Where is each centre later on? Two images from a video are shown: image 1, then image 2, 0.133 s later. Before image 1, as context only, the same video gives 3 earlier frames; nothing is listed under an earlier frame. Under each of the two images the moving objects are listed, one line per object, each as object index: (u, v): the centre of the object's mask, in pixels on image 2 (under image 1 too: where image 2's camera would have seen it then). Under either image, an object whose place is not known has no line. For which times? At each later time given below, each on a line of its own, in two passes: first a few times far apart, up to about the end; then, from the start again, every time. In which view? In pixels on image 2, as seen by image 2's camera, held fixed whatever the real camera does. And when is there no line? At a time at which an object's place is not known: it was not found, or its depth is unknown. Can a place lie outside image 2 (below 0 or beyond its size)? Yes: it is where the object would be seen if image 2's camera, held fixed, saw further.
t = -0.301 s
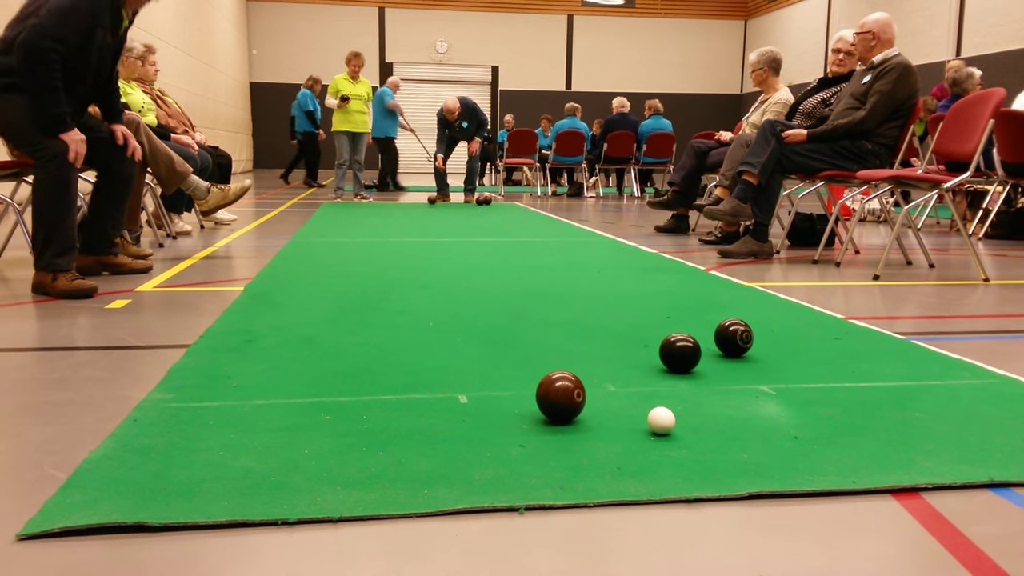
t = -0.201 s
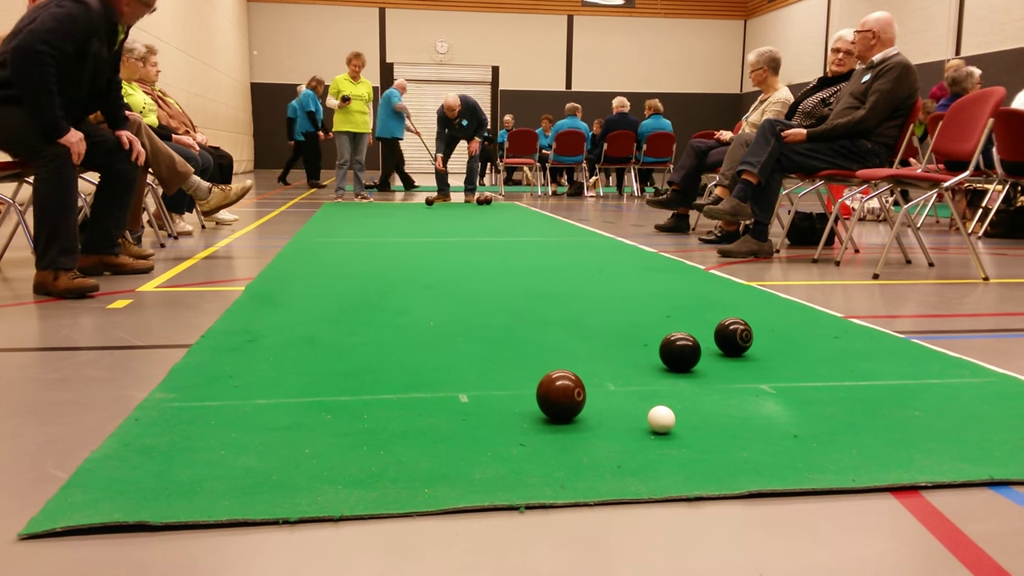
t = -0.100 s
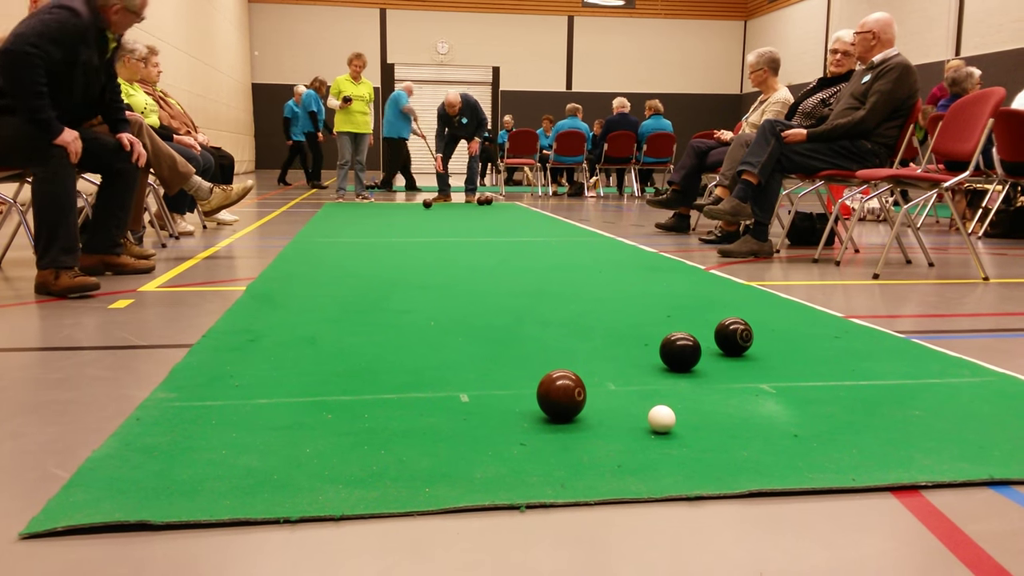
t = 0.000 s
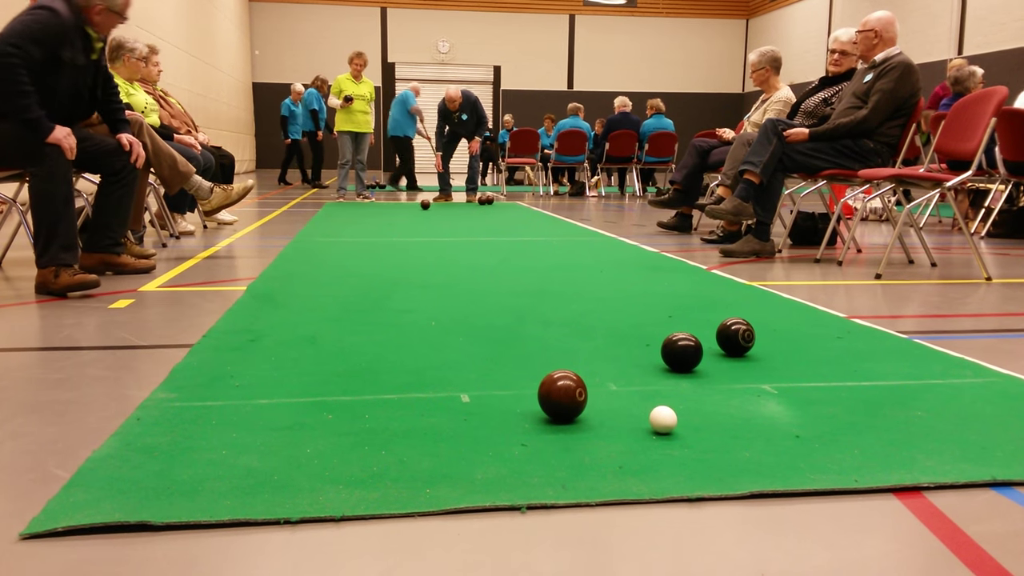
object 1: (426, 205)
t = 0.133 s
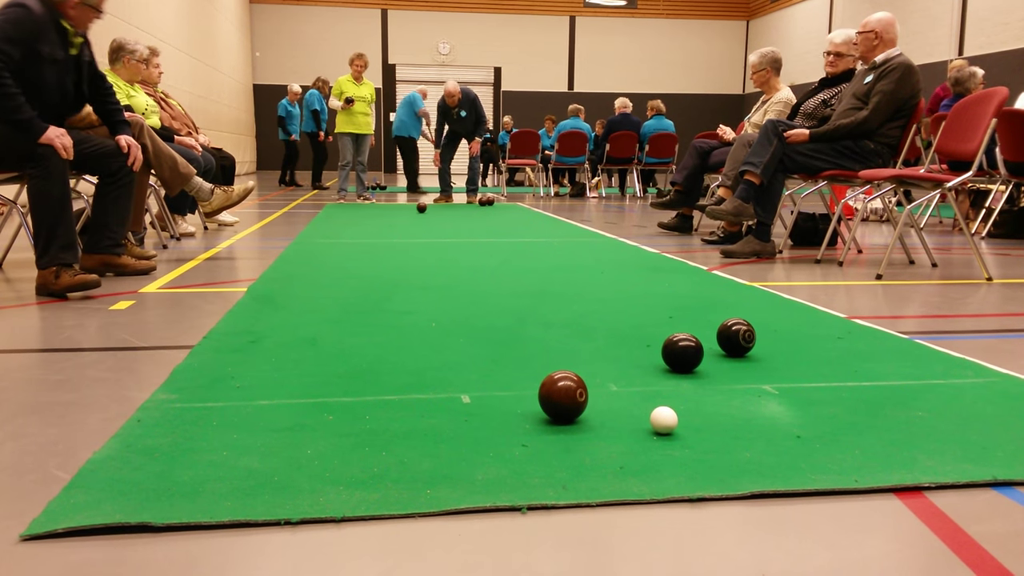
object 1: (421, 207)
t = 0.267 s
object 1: (417, 209)
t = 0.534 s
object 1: (409, 212)
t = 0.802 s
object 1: (400, 215)
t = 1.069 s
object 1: (392, 219)
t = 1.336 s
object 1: (386, 223)
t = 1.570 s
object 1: (381, 228)
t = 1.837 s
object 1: (376, 233)
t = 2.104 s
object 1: (372, 238)
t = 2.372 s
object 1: (370, 244)
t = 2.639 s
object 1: (369, 251)
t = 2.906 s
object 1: (371, 259)
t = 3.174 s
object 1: (374, 267)
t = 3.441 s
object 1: (379, 277)
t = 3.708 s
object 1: (387, 287)
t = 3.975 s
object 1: (398, 298)
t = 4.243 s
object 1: (413, 309)
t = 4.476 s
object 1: (430, 320)
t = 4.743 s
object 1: (455, 333)
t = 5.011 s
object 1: (486, 347)
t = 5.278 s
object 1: (524, 360)
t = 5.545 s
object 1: (567, 364)
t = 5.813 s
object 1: (611, 386)
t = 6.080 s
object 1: (656, 393)
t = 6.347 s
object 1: (699, 405)
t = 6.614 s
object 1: (738, 410)
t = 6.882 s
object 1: (770, 413)
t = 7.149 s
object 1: (794, 415)
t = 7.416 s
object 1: (809, 415)
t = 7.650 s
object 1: (813, 415)
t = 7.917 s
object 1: (812, 415)
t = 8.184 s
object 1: (812, 415)
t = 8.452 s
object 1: (812, 415)
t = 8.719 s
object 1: (812, 415)
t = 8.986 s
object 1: (812, 415)
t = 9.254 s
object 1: (812, 415)
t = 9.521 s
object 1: (812, 415)
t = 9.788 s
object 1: (812, 416)
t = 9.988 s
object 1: (812, 415)
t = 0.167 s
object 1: (420, 208)
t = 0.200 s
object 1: (419, 208)
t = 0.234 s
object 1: (418, 208)
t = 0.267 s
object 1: (417, 209)
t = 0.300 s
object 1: (416, 209)
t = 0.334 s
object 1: (415, 210)
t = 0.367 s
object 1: (414, 210)
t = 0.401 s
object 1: (413, 211)
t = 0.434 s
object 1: (412, 211)
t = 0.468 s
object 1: (411, 211)
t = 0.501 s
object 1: (409, 211)
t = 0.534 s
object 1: (409, 212)
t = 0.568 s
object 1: (408, 212)
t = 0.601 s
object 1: (406, 213)
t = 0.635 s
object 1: (405, 213)
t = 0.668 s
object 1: (404, 214)
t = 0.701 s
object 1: (403, 214)
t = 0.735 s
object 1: (402, 215)
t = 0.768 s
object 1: (401, 215)
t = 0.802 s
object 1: (400, 215)
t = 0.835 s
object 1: (399, 216)
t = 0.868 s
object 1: (398, 216)
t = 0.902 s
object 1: (397, 217)
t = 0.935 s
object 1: (396, 217)
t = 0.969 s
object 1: (395, 218)
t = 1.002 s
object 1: (394, 218)
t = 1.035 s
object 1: (393, 219)
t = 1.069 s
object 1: (392, 219)
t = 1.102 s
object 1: (392, 220)
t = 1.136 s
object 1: (391, 220)
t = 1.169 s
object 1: (390, 221)
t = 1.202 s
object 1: (389, 221)
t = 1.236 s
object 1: (389, 222)
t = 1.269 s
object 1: (388, 222)
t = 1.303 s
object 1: (387, 223)
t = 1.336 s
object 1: (386, 223)
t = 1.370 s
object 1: (385, 224)
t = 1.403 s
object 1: (384, 225)
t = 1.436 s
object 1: (384, 225)
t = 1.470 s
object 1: (383, 225)
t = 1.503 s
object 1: (382, 226)
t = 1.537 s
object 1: (381, 227)
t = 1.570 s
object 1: (381, 228)
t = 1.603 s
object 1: (380, 228)
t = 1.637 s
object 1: (379, 229)
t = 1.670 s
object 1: (379, 230)
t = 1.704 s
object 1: (378, 230)
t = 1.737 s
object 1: (377, 231)
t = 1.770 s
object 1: (377, 231)
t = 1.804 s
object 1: (376, 232)
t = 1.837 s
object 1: (376, 233)
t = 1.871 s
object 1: (375, 233)
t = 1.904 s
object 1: (375, 234)
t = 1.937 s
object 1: (374, 235)
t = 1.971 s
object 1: (374, 236)
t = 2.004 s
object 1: (373, 236)
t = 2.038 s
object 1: (373, 237)
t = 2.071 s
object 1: (372, 238)
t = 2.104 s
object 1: (372, 238)
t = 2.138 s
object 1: (372, 239)
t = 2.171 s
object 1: (371, 240)
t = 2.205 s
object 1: (371, 241)
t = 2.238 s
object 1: (371, 241)
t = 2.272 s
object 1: (370, 242)
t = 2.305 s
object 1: (370, 243)
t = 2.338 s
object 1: (370, 244)
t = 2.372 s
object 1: (370, 244)
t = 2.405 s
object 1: (370, 245)
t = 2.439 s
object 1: (369, 246)
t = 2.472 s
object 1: (369, 247)
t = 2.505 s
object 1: (369, 248)
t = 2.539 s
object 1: (369, 249)
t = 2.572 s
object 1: (369, 250)
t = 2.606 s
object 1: (369, 250)
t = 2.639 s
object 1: (369, 251)
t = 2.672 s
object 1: (369, 252)
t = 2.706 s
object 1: (369, 253)
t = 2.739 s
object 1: (369, 254)
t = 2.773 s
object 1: (370, 255)
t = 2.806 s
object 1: (370, 256)
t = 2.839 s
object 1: (370, 257)
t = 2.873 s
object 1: (370, 258)
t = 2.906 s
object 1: (371, 259)
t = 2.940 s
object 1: (371, 260)
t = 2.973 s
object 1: (371, 261)
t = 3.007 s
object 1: (372, 262)
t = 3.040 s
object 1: (372, 263)
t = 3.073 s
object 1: (372, 264)
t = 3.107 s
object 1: (373, 265)
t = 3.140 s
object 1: (373, 266)
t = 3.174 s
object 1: (374, 267)
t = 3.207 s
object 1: (374, 268)
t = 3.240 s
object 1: (375, 269)
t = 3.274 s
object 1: (375, 271)
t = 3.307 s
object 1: (376, 272)
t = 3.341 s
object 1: (377, 273)
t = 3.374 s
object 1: (378, 274)
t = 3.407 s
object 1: (379, 275)
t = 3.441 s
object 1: (379, 277)
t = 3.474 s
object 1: (380, 278)
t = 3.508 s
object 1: (381, 279)
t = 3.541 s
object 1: (382, 280)
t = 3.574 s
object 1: (383, 282)
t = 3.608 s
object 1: (384, 283)
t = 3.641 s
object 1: (385, 284)
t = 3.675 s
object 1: (386, 286)
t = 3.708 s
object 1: (387, 287)
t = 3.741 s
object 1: (388, 288)
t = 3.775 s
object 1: (389, 289)
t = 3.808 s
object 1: (391, 291)
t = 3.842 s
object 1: (392, 292)
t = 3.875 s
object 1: (393, 293)
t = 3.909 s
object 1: (395, 295)
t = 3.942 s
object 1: (396, 296)
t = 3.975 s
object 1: (398, 298)
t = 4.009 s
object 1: (399, 299)
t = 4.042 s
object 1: (401, 301)
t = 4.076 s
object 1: (403, 302)
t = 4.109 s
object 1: (405, 303)
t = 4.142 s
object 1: (407, 305)
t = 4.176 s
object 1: (409, 306)
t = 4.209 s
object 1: (411, 308)
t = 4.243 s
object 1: (413, 309)
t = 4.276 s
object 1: (415, 311)
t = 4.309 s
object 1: (417, 312)
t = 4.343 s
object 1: (420, 314)
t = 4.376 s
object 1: (422, 315)
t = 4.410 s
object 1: (425, 317)
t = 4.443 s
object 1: (427, 318)
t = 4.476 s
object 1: (430, 320)
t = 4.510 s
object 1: (433, 321)
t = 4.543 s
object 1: (436, 323)
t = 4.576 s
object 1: (438, 325)
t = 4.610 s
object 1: (442, 326)
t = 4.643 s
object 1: (445, 328)
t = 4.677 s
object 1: (448, 330)
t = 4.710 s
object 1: (451, 331)
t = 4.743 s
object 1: (455, 333)
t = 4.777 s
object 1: (458, 335)
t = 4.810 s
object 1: (462, 337)
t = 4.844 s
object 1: (466, 338)
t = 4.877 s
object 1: (470, 340)
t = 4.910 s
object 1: (474, 342)
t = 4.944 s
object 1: (478, 343)
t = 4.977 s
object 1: (482, 345)
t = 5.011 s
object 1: (486, 347)
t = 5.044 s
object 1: (491, 349)
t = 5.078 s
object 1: (495, 350)
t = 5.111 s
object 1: (500, 352)
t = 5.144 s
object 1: (504, 354)
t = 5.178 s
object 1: (509, 355)
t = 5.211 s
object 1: (514, 357)
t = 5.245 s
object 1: (519, 359)
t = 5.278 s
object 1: (524, 360)
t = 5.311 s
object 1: (529, 362)
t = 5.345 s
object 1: (534, 363)
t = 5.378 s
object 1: (538, 363)
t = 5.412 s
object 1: (543, 363)
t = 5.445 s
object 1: (548, 363)
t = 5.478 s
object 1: (554, 362)
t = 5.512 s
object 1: (560, 363)
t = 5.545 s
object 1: (567, 364)
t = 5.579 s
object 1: (574, 366)
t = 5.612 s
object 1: (581, 369)
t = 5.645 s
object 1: (588, 373)
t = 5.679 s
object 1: (593, 376)
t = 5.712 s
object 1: (597, 380)
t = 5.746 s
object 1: (602, 382)
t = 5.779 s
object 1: (606, 384)
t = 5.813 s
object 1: (611, 386)
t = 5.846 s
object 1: (617, 387)
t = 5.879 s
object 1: (622, 389)
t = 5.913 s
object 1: (628, 390)
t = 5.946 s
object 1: (634, 392)
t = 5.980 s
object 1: (639, 392)
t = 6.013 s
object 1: (644, 393)
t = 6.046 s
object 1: (650, 393)
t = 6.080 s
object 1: (656, 393)
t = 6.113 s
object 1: (662, 393)
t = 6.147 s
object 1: (668, 395)
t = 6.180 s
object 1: (674, 396)
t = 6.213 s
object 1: (680, 398)
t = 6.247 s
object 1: (685, 400)
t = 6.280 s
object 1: (690, 402)
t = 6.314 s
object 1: (695, 403)
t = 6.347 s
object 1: (699, 405)
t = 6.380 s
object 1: (705, 405)
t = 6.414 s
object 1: (710, 406)
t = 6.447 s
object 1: (715, 407)
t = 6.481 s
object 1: (719, 407)
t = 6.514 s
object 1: (724, 408)
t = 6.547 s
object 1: (729, 409)
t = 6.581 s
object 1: (734, 409)
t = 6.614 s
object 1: (738, 410)
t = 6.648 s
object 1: (743, 411)
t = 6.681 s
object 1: (747, 411)
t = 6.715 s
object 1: (751, 412)
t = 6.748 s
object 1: (755, 412)
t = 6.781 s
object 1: (759, 412)
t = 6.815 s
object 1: (763, 413)
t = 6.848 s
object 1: (766, 413)
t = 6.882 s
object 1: (770, 413)
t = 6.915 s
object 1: (773, 414)
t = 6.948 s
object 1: (776, 414)
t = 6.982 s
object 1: (780, 414)
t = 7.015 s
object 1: (783, 414)
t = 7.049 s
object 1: (786, 415)
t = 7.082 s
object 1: (789, 415)
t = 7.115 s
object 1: (791, 415)
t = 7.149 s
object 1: (794, 415)
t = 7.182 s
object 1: (797, 415)
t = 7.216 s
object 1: (799, 415)
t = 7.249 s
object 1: (801, 415)
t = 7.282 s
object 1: (803, 415)
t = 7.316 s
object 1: (805, 415)
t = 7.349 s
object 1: (806, 415)
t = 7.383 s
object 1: (807, 415)
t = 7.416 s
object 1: (809, 415)
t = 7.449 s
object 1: (810, 415)
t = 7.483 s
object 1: (810, 415)
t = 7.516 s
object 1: (811, 415)
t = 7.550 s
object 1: (812, 415)
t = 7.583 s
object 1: (812, 415)
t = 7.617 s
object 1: (812, 415)
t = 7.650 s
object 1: (813, 415)
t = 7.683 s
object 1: (813, 415)
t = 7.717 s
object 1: (813, 415)
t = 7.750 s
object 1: (813, 415)
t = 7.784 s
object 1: (812, 415)
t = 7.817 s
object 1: (812, 415)
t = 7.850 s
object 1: (812, 415)
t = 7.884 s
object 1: (812, 415)
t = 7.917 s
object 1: (812, 415)
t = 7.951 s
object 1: (812, 415)
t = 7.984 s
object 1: (812, 415)
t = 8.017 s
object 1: (812, 415)
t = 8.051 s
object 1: (812, 415)
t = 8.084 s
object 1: (812, 415)
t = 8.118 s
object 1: (812, 415)
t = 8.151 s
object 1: (812, 415)
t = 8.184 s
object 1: (812, 415)
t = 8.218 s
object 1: (812, 415)
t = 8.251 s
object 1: (812, 415)
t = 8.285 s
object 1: (812, 415)
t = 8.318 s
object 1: (812, 415)
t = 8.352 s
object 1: (812, 415)
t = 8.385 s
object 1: (812, 415)
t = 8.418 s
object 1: (812, 415)
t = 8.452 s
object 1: (812, 415)
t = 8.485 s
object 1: (812, 415)
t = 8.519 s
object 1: (812, 415)
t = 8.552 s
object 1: (812, 415)
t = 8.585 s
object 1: (812, 415)
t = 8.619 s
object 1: (812, 415)
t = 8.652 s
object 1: (812, 415)
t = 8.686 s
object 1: (812, 415)
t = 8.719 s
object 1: (812, 415)
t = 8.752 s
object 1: (812, 415)
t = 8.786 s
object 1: (812, 415)
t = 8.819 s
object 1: (812, 415)
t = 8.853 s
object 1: (812, 415)
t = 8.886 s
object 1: (812, 415)
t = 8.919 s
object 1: (812, 415)
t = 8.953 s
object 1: (812, 415)
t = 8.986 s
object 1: (812, 415)
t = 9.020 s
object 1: (812, 415)
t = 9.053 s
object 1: (812, 415)
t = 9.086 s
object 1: (812, 415)
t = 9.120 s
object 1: (812, 415)
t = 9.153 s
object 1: (812, 415)
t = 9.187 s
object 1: (812, 415)
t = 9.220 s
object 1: (812, 415)
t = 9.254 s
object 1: (812, 415)
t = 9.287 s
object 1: (812, 415)
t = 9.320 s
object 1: (812, 415)
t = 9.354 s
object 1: (812, 415)
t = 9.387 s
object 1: (812, 415)
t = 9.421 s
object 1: (812, 415)
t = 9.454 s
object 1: (812, 415)
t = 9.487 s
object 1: (812, 415)
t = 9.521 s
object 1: (812, 415)
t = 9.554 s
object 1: (812, 415)
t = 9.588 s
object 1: (812, 415)
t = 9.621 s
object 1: (812, 415)
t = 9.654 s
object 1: (812, 415)
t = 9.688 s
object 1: (812, 415)
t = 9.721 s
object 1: (812, 416)
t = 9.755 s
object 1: (812, 416)
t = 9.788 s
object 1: (812, 416)
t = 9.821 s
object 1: (812, 416)
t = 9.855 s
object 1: (812, 415)
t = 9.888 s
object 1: (812, 415)
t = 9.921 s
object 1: (812, 415)
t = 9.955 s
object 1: (812, 415)
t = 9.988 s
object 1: (812, 415)
